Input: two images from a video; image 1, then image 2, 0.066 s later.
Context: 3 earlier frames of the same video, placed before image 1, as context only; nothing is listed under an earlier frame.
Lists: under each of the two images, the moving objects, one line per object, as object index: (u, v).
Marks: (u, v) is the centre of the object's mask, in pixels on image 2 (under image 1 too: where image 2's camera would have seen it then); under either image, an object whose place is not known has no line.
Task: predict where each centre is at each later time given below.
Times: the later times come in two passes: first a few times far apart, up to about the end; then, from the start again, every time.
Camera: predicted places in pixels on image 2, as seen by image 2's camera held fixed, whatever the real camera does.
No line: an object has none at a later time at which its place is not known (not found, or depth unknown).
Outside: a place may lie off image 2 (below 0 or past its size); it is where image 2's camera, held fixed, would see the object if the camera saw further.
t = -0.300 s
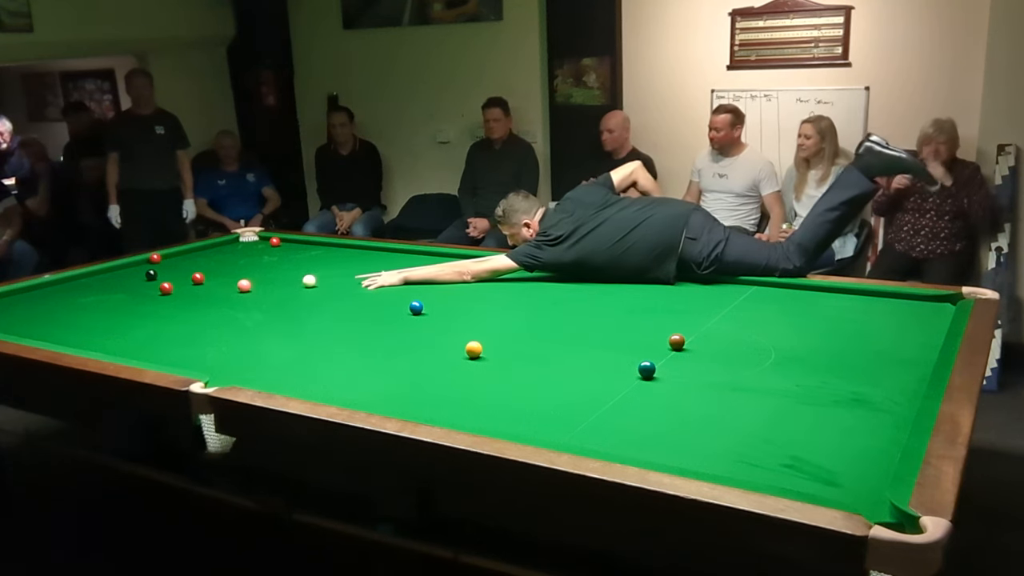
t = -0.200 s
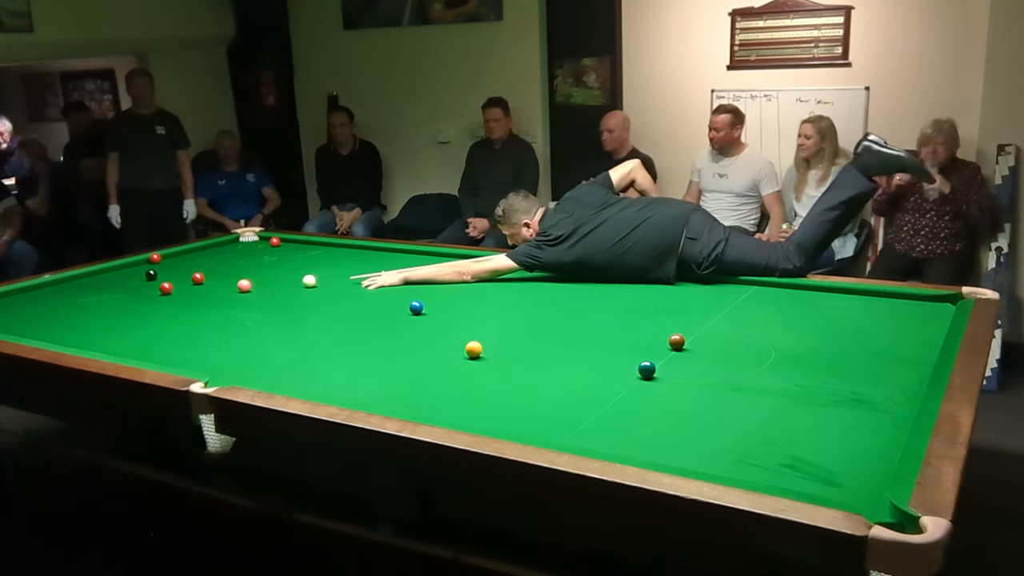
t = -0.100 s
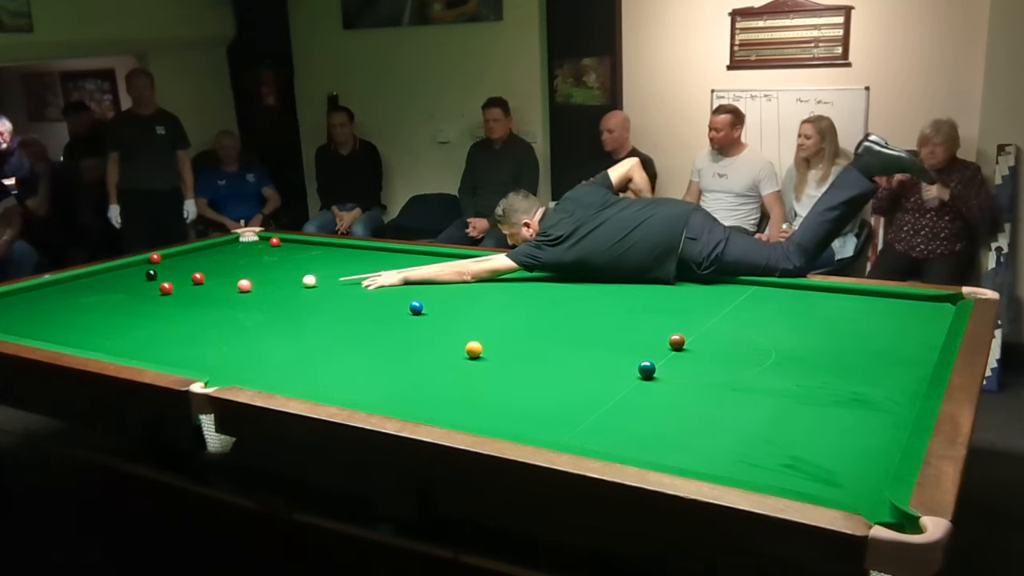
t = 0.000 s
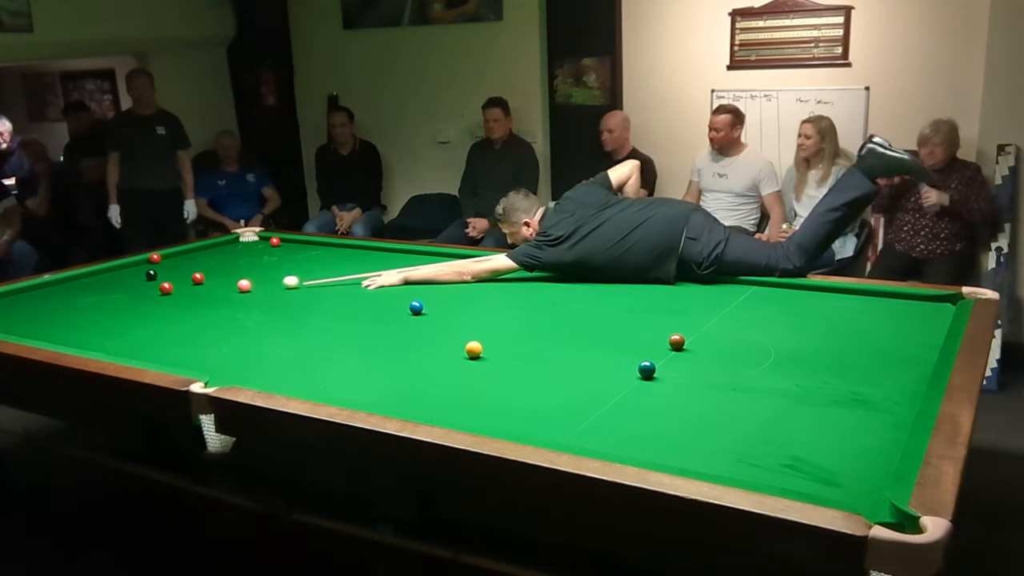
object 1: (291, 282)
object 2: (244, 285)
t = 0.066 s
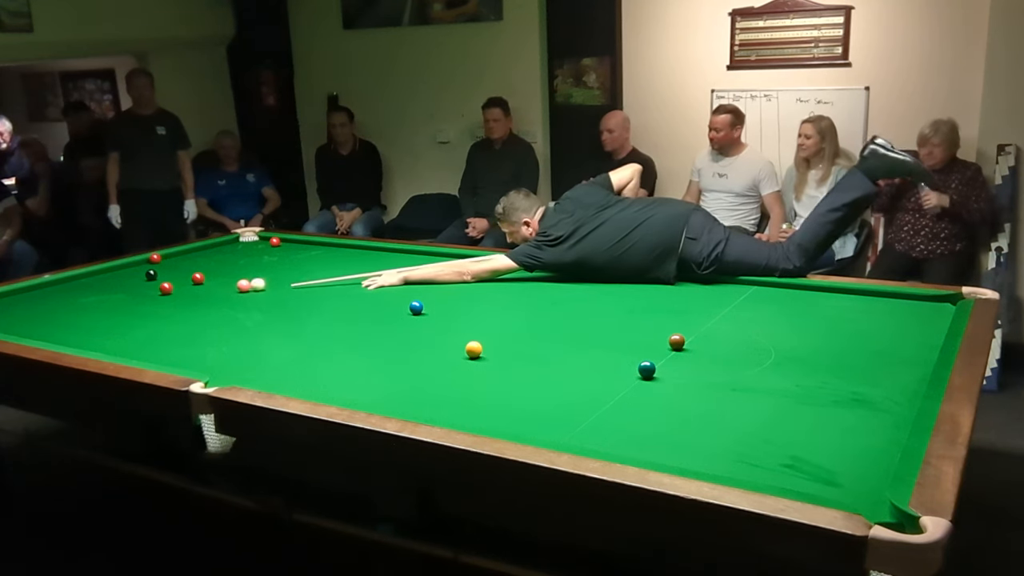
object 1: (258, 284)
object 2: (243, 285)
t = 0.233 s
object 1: (260, 283)
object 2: (167, 292)
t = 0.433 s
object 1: (266, 281)
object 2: (86, 299)
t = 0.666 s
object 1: (272, 280)
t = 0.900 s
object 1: (278, 279)
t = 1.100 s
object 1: (282, 277)
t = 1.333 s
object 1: (285, 276)
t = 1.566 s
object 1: (288, 276)
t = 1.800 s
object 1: (289, 276)
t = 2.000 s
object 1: (290, 276)
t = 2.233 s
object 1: (290, 276)
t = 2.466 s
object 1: (289, 276)
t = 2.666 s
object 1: (289, 276)
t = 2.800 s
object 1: (289, 276)
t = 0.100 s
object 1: (257, 284)
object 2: (228, 286)
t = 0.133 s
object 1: (257, 284)
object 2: (212, 288)
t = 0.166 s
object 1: (258, 283)
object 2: (197, 289)
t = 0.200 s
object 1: (259, 283)
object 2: (182, 291)
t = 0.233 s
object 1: (260, 283)
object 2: (167, 292)
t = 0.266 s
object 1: (261, 283)
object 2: (152, 293)
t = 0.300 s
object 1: (262, 282)
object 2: (139, 294)
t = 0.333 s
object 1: (263, 282)
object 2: (125, 295)
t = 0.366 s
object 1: (264, 282)
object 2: (112, 296)
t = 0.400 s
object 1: (265, 281)
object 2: (99, 298)
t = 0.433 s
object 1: (266, 281)
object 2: (86, 299)
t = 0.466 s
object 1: (267, 281)
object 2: (73, 300)
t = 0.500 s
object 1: (268, 281)
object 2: (60, 301)
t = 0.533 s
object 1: (269, 281)
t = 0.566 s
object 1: (270, 280)
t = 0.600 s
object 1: (271, 280)
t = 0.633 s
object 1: (272, 280)
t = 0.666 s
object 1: (272, 280)
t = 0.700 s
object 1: (273, 280)
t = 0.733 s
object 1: (274, 279)
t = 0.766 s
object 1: (275, 279)
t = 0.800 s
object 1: (276, 279)
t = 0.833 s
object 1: (276, 279)
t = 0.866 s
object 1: (277, 279)
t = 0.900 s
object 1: (278, 279)
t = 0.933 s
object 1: (279, 278)
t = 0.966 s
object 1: (279, 278)
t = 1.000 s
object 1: (280, 278)
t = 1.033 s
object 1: (280, 278)
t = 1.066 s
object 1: (281, 278)
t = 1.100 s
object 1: (282, 277)
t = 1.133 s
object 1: (282, 277)
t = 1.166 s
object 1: (283, 277)
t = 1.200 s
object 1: (283, 277)
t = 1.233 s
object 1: (284, 277)
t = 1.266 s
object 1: (284, 277)
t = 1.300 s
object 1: (285, 277)
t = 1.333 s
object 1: (285, 276)
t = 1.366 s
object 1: (285, 276)
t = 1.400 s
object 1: (286, 276)
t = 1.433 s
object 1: (286, 276)
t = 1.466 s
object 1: (287, 276)
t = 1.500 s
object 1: (287, 276)
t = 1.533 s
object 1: (287, 276)
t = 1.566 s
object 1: (288, 276)
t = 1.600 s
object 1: (288, 276)
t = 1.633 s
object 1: (288, 276)
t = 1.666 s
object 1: (288, 276)
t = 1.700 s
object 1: (289, 276)
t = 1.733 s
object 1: (289, 276)
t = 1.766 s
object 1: (289, 276)
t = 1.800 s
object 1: (289, 276)
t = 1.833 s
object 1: (289, 276)
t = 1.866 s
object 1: (289, 276)
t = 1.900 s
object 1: (290, 276)
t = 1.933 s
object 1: (290, 276)
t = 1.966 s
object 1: (290, 276)
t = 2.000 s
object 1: (290, 276)
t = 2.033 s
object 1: (290, 276)
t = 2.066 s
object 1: (290, 276)
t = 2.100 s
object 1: (290, 276)
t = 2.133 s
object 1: (290, 276)
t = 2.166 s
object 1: (290, 276)
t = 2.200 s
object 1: (290, 275)
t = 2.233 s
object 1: (290, 276)
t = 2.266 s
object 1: (290, 276)
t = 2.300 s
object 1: (290, 276)
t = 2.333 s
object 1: (289, 276)
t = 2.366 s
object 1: (289, 276)
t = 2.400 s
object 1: (289, 276)
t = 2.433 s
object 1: (289, 276)
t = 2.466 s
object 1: (289, 276)
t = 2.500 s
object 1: (289, 276)
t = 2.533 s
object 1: (289, 276)
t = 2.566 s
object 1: (289, 276)
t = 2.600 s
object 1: (289, 276)
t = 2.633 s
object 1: (289, 276)
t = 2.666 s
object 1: (289, 276)
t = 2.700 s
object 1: (289, 276)
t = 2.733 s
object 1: (289, 276)
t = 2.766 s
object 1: (289, 276)
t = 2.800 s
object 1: (289, 276)
